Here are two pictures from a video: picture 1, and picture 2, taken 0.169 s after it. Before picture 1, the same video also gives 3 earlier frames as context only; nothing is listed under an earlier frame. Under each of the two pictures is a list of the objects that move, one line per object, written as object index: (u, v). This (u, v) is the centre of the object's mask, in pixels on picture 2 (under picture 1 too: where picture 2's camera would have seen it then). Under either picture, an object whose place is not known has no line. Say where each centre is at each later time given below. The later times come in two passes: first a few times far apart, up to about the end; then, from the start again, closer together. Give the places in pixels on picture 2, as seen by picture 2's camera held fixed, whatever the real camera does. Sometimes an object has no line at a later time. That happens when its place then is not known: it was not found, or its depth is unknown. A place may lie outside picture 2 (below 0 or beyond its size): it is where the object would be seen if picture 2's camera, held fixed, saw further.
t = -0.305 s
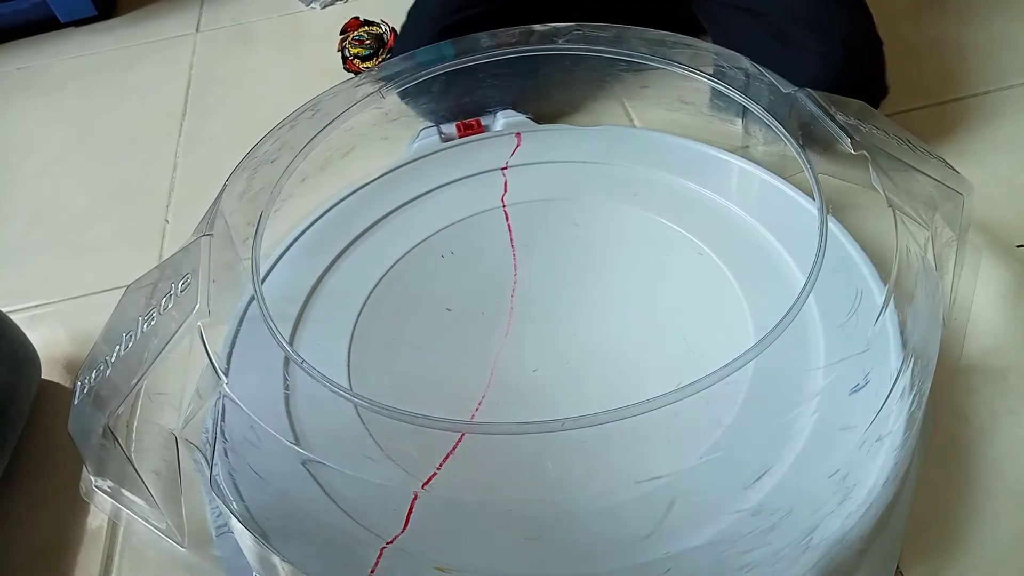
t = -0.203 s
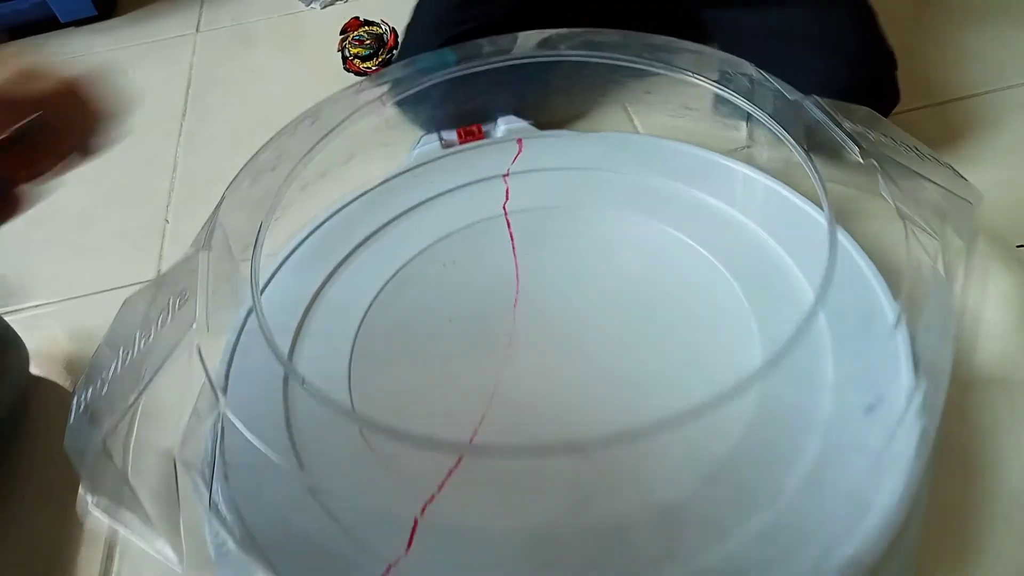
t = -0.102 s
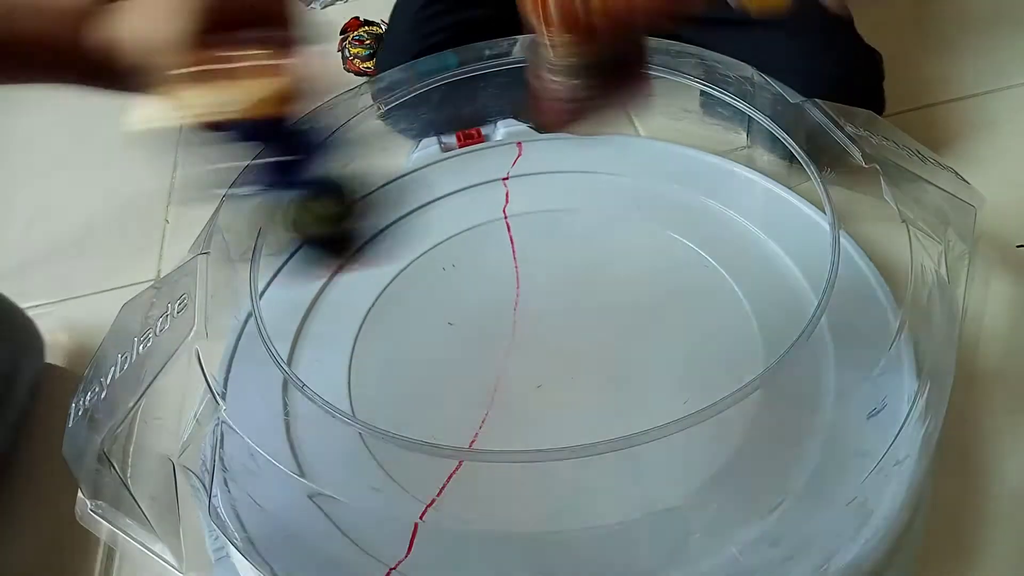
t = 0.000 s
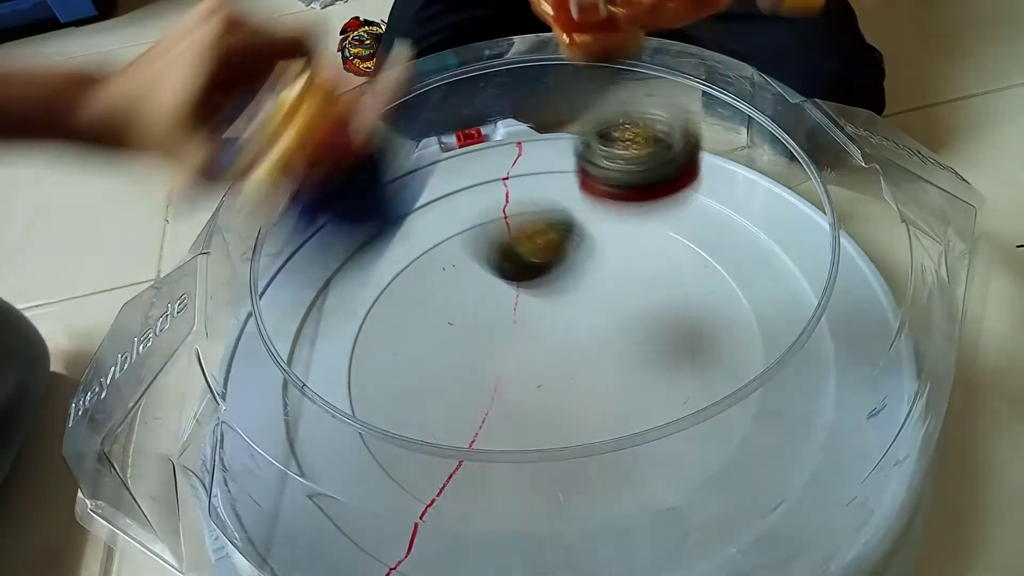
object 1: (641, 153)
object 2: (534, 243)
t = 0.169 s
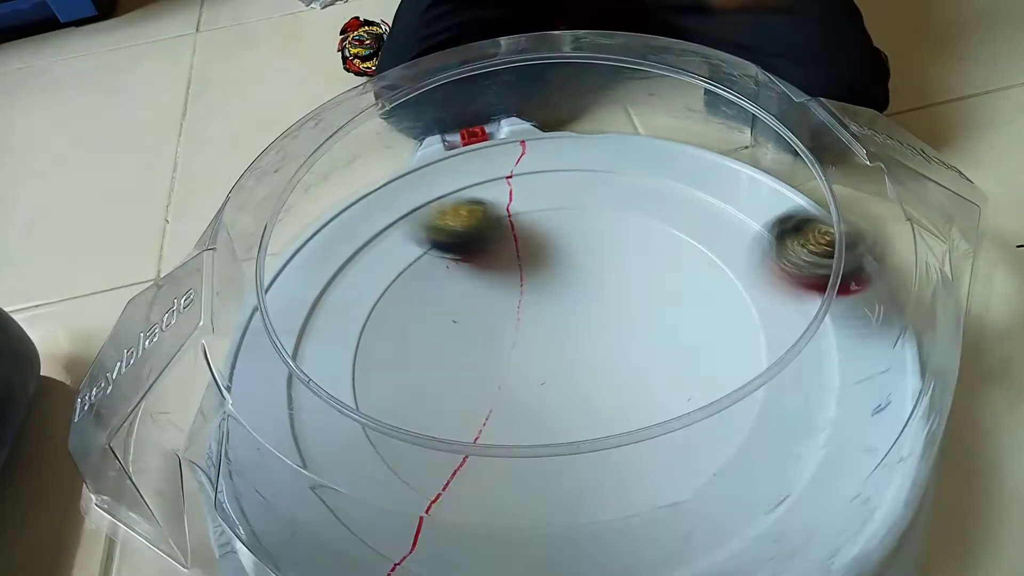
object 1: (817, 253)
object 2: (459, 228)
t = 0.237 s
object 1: (885, 235)
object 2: (383, 206)
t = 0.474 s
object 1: (747, 242)
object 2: (469, 265)
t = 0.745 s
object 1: (523, 192)
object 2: (694, 477)
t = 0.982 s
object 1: (302, 391)
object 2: (607, 518)
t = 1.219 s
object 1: (526, 546)
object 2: (531, 421)
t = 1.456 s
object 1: (829, 312)
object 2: (541, 287)
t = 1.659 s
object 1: (534, 132)
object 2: (663, 247)
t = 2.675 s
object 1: (863, 342)
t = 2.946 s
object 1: (753, 218)
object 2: (559, 257)
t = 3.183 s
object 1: (673, 171)
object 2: (634, 318)
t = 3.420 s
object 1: (598, 156)
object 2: (530, 376)
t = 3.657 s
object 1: (524, 170)
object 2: (494, 308)
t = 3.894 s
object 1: (455, 207)
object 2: (587, 294)
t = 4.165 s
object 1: (430, 338)
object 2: (557, 380)
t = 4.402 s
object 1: (490, 399)
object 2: (595, 362)
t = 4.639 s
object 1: (545, 410)
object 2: (621, 300)
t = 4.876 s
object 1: (591, 397)
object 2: (594, 313)
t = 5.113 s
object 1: (610, 358)
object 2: (535, 295)
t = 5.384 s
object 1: (556, 337)
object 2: (518, 261)
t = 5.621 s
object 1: (545, 369)
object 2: (563, 262)
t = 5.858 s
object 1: (577, 385)
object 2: (568, 299)
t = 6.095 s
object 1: (622, 368)
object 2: (525, 311)
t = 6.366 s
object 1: (613, 331)
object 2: (503, 333)
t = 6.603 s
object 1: (586, 315)
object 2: (496, 352)
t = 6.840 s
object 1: (574, 306)
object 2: (506, 371)
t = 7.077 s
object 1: (567, 301)
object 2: (532, 377)
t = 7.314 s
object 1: (560, 302)
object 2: (563, 382)
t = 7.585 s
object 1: (540, 292)
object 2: (587, 388)
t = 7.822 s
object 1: (520, 313)
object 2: (597, 372)
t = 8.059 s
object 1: (515, 336)
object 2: (609, 358)
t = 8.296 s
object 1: (509, 346)
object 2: (613, 344)
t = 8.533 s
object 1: (505, 359)
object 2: (597, 331)
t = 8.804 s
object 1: (522, 373)
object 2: (587, 309)
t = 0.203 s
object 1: (862, 238)
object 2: (418, 213)
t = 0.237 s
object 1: (885, 235)
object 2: (383, 206)
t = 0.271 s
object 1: (878, 254)
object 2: (353, 203)
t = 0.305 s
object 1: (875, 258)
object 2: (355, 210)
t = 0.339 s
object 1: (848, 251)
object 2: (370, 220)
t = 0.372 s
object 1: (821, 257)
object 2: (392, 232)
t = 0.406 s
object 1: (791, 252)
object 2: (411, 239)
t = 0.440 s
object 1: (770, 249)
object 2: (436, 252)
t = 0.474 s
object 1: (747, 242)
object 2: (469, 265)
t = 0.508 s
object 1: (724, 238)
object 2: (511, 280)
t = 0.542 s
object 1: (697, 237)
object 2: (558, 292)
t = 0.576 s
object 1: (668, 236)
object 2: (605, 305)
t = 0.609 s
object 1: (648, 218)
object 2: (637, 344)
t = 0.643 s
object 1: (625, 205)
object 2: (657, 381)
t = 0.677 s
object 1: (593, 194)
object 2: (679, 417)
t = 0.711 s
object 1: (562, 189)
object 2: (686, 449)
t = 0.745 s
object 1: (523, 192)
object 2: (694, 477)
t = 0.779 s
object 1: (478, 202)
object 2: (696, 512)
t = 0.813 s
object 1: (434, 224)
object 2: (696, 529)
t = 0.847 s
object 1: (394, 254)
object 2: (687, 532)
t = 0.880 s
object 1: (363, 289)
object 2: (669, 534)
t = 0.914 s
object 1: (340, 325)
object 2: (644, 529)
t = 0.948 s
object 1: (319, 362)
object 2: (626, 525)
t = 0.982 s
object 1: (302, 391)
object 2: (607, 518)
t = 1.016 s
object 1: (291, 417)
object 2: (595, 511)
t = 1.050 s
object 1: (294, 448)
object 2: (583, 507)
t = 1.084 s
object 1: (317, 476)
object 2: (572, 501)
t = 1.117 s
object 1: (342, 509)
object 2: (558, 486)
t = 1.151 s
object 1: (400, 531)
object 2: (548, 472)
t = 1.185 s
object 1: (460, 542)
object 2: (540, 455)
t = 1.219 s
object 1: (526, 546)
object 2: (531, 421)
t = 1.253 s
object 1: (599, 544)
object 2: (525, 410)
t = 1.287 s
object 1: (679, 538)
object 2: (520, 391)
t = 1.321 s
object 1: (728, 516)
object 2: (519, 368)
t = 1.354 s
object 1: (777, 472)
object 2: (519, 347)
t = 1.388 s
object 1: (816, 420)
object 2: (523, 326)
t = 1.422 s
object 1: (842, 368)
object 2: (529, 307)
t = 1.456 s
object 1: (829, 312)
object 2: (541, 287)
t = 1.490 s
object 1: (794, 256)
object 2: (554, 272)
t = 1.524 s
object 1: (755, 207)
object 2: (572, 258)
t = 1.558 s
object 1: (694, 173)
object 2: (590, 251)
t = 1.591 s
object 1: (641, 156)
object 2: (613, 246)
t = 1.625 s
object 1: (581, 143)
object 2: (637, 244)
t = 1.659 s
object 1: (534, 132)
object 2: (663, 247)
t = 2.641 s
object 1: (870, 359)
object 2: (546, 360)
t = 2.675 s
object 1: (863, 342)
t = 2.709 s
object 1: (859, 327)
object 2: (520, 332)
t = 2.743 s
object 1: (843, 309)
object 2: (514, 316)
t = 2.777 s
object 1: (825, 292)
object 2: (512, 302)
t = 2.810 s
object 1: (796, 273)
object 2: (515, 288)
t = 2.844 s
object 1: (787, 256)
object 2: (522, 276)
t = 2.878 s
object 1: (774, 241)
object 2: (533, 267)
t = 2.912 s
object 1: (761, 228)
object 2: (545, 260)
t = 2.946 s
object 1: (753, 218)
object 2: (559, 257)
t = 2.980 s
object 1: (745, 207)
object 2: (572, 259)
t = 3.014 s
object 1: (737, 197)
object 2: (586, 264)
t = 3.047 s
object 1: (723, 191)
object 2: (599, 270)
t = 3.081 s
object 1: (709, 186)
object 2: (611, 279)
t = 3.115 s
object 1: (697, 180)
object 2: (621, 290)
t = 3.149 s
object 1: (684, 175)
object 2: (630, 304)
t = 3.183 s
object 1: (673, 171)
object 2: (634, 318)
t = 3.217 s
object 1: (663, 167)
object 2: (632, 333)
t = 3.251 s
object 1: (652, 165)
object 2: (623, 347)
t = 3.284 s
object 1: (642, 163)
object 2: (608, 360)
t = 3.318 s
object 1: (631, 161)
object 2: (587, 370)
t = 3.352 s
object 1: (620, 159)
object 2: (567, 375)
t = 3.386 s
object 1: (610, 157)
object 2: (546, 377)
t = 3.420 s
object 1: (598, 156)
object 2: (530, 376)
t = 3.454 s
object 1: (587, 156)
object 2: (516, 373)
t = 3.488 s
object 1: (575, 157)
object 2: (503, 365)
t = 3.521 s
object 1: (565, 159)
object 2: (493, 355)
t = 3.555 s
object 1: (553, 161)
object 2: (487, 343)
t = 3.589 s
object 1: (543, 164)
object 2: (485, 330)
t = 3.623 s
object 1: (534, 167)
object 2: (488, 318)
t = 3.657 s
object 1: (524, 170)
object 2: (494, 308)
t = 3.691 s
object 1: (513, 175)
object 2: (504, 299)
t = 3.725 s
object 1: (502, 179)
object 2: (517, 294)
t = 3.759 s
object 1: (492, 184)
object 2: (531, 288)
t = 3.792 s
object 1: (482, 190)
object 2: (546, 285)
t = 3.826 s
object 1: (472, 194)
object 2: (560, 284)
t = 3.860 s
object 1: (463, 200)
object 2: (575, 287)
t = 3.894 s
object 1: (455, 207)
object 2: (587, 294)
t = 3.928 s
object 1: (446, 219)
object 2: (596, 304)
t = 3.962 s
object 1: (438, 234)
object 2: (603, 319)
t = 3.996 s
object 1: (431, 249)
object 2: (604, 331)
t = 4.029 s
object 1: (426, 266)
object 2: (601, 345)
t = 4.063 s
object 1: (422, 283)
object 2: (592, 358)
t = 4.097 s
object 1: (421, 301)
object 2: (580, 368)
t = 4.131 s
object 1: (424, 319)
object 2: (569, 376)
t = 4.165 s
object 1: (430, 338)
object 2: (557, 380)
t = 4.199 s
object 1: (439, 354)
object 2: (545, 383)
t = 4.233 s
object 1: (441, 366)
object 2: (552, 381)
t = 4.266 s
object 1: (439, 376)
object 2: (569, 379)
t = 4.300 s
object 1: (445, 384)
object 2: (581, 375)
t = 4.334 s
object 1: (457, 391)
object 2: (590, 371)
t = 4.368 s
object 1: (472, 396)
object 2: (595, 367)
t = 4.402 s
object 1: (490, 399)
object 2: (595, 362)
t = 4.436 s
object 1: (504, 402)
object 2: (596, 355)
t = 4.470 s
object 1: (508, 407)
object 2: (608, 337)
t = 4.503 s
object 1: (514, 411)
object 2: (617, 322)
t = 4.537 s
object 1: (521, 411)
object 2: (621, 311)
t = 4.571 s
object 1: (529, 421)
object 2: (623, 304)
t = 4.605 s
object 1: (537, 411)
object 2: (623, 300)
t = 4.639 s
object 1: (545, 410)
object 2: (621, 300)
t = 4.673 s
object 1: (553, 408)
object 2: (619, 302)
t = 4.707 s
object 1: (562, 406)
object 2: (616, 309)
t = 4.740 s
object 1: (569, 403)
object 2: (613, 317)
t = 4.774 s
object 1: (577, 400)
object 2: (610, 323)
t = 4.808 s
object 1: (580, 401)
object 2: (605, 319)
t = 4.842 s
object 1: (585, 401)
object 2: (600, 315)
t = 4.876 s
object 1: (591, 397)
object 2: (594, 313)
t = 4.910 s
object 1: (596, 393)
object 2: (588, 312)
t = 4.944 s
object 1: (601, 390)
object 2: (581, 310)
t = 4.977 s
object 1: (605, 386)
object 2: (572, 307)
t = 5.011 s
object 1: (607, 379)
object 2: (564, 304)
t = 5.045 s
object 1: (607, 371)
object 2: (556, 302)
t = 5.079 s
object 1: (610, 364)
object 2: (547, 300)
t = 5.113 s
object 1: (610, 358)
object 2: (535, 295)
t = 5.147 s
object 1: (607, 350)
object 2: (527, 293)
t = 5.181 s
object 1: (602, 344)
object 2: (523, 290)
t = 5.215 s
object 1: (595, 339)
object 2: (520, 288)
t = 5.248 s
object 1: (591, 337)
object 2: (514, 283)
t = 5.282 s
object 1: (586, 336)
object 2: (510, 278)
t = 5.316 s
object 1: (579, 334)
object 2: (508, 273)
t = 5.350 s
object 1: (572, 334)
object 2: (509, 268)
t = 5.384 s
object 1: (556, 337)
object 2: (518, 261)
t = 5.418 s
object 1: (551, 340)
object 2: (523, 257)
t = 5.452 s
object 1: (547, 346)
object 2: (529, 253)
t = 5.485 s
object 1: (544, 351)
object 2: (536, 252)
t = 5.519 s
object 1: (542, 356)
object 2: (543, 252)
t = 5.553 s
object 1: (542, 361)
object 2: (551, 254)
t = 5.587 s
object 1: (543, 365)
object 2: (557, 257)
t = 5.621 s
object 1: (545, 369)
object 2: (563, 262)
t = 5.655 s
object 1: (547, 371)
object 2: (567, 268)
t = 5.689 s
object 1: (551, 373)
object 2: (571, 275)
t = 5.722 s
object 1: (554, 374)
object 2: (572, 284)
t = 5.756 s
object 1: (559, 376)
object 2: (573, 291)
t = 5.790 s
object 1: (564, 380)
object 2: (573, 294)
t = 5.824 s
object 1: (570, 382)
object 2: (572, 297)
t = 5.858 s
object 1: (577, 385)
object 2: (568, 299)
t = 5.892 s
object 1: (585, 388)
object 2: (562, 299)
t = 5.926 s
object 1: (593, 387)
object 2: (556, 299)
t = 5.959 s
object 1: (599, 385)
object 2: (551, 302)
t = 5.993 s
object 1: (604, 381)
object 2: (548, 306)
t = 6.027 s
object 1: (607, 375)
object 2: (544, 309)
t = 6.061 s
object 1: (613, 371)
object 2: (538, 312)
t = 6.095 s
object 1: (622, 368)
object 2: (525, 311)
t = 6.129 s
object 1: (626, 364)
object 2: (517, 311)
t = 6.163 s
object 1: (628, 359)
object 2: (512, 314)
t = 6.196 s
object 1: (627, 354)
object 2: (510, 316)
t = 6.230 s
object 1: (625, 349)
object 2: (511, 319)
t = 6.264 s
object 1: (620, 344)
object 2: (512, 322)
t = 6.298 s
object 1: (613, 341)
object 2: (513, 325)
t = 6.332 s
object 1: (613, 334)
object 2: (508, 328)
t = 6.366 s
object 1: (613, 331)
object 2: (503, 333)
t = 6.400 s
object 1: (609, 327)
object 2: (500, 337)
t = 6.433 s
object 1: (602, 326)
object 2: (501, 341)
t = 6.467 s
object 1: (596, 324)
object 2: (500, 344)
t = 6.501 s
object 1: (595, 321)
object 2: (496, 347)
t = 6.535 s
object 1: (593, 318)
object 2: (493, 348)
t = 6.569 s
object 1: (589, 317)
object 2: (495, 350)
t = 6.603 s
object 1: (586, 315)
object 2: (496, 352)
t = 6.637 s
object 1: (586, 311)
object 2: (494, 355)
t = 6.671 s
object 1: (584, 310)
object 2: (496, 358)
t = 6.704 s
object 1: (580, 309)
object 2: (499, 359)
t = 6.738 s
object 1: (579, 308)
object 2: (500, 363)
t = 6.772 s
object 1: (578, 306)
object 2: (500, 367)
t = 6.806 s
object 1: (576, 306)
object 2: (502, 369)
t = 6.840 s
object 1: (574, 306)
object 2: (506, 371)
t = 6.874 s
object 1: (572, 306)
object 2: (510, 372)
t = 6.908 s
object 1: (571, 306)
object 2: (513, 374)
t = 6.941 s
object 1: (570, 306)
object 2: (516, 375)
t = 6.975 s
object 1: (569, 306)
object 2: (520, 375)
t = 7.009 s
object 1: (569, 304)
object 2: (524, 377)
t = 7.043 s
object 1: (568, 303)
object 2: (529, 377)
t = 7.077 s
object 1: (567, 301)
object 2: (532, 377)
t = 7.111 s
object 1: (567, 301)
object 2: (536, 378)
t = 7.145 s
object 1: (565, 301)
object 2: (541, 378)
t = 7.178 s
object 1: (564, 301)
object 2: (546, 379)
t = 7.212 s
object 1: (563, 302)
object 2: (551, 380)
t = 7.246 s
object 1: (561, 302)
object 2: (555, 381)
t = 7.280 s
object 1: (560, 303)
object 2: (560, 381)
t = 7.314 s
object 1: (560, 302)
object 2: (563, 382)
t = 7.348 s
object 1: (559, 302)
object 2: (566, 382)
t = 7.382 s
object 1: (558, 301)
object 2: (569, 382)
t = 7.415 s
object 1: (557, 301)
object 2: (570, 381)
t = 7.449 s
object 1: (555, 300)
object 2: (571, 379)
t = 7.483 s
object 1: (553, 301)
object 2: (573, 378)
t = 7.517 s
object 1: (550, 298)
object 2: (577, 382)
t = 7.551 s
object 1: (545, 294)
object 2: (582, 387)
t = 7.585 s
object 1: (540, 292)
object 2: (587, 388)
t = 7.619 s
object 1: (536, 294)
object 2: (590, 386)
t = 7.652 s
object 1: (532, 297)
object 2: (590, 384)
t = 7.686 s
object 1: (530, 301)
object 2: (589, 380)
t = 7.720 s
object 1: (529, 306)
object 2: (587, 376)
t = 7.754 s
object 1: (528, 312)
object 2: (586, 373)
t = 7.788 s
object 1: (523, 311)
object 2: (591, 373)
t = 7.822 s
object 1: (520, 313)
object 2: (597, 372)
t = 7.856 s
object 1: (519, 317)
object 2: (601, 370)
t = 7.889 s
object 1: (519, 322)
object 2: (601, 366)
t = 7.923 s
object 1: (518, 326)
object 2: (604, 366)
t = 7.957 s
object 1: (514, 326)
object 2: (609, 364)
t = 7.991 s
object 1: (512, 329)
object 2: (612, 364)
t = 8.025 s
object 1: (513, 332)
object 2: (611, 361)
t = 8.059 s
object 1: (515, 336)
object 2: (609, 358)
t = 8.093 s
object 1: (512, 337)
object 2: (612, 357)
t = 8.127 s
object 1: (512, 339)
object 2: (612, 355)
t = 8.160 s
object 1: (514, 342)
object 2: (611, 353)
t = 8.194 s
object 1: (511, 342)
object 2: (612, 351)
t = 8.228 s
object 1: (508, 343)
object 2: (616, 348)
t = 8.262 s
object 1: (507, 344)
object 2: (617, 345)
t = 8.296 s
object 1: (509, 346)
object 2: (613, 344)
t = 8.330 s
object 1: (511, 348)
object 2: (609, 343)
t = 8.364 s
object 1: (509, 349)
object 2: (607, 341)
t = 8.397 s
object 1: (506, 350)
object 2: (606, 339)
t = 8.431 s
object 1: (504, 352)
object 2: (605, 337)
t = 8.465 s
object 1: (502, 355)
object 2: (604, 335)
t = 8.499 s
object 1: (503, 357)
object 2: (601, 332)
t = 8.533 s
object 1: (505, 359)
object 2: (597, 331)
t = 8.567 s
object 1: (503, 361)
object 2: (598, 327)
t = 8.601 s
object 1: (501, 364)
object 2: (600, 320)
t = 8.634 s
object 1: (503, 367)
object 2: (599, 317)
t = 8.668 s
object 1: (507, 369)
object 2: (596, 316)
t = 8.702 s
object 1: (513, 370)
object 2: (592, 315)
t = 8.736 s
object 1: (518, 371)
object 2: (589, 314)
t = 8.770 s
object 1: (520, 372)
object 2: (589, 312)
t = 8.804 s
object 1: (522, 373)
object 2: (587, 309)
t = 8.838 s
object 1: (524, 374)
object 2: (584, 306)
